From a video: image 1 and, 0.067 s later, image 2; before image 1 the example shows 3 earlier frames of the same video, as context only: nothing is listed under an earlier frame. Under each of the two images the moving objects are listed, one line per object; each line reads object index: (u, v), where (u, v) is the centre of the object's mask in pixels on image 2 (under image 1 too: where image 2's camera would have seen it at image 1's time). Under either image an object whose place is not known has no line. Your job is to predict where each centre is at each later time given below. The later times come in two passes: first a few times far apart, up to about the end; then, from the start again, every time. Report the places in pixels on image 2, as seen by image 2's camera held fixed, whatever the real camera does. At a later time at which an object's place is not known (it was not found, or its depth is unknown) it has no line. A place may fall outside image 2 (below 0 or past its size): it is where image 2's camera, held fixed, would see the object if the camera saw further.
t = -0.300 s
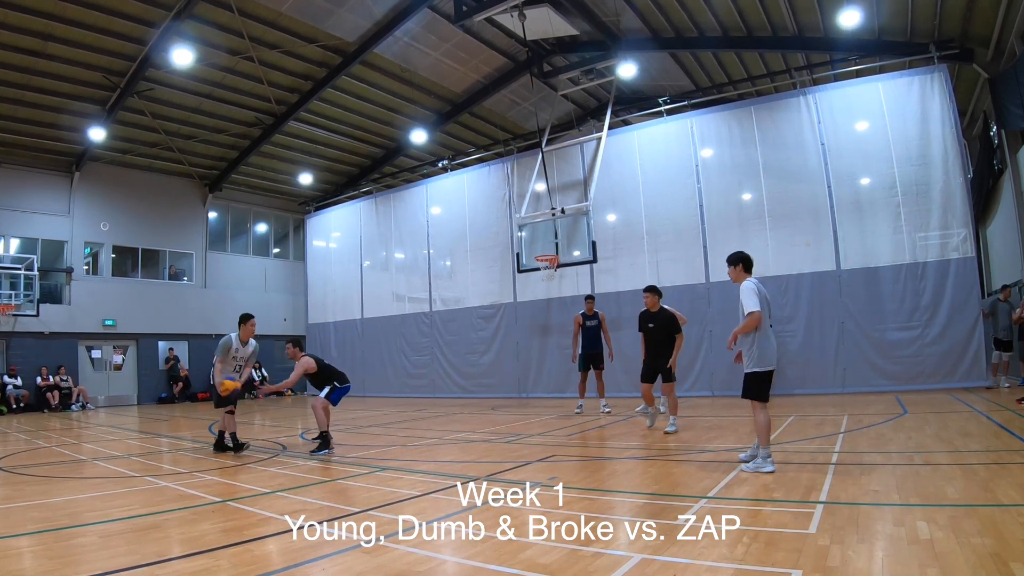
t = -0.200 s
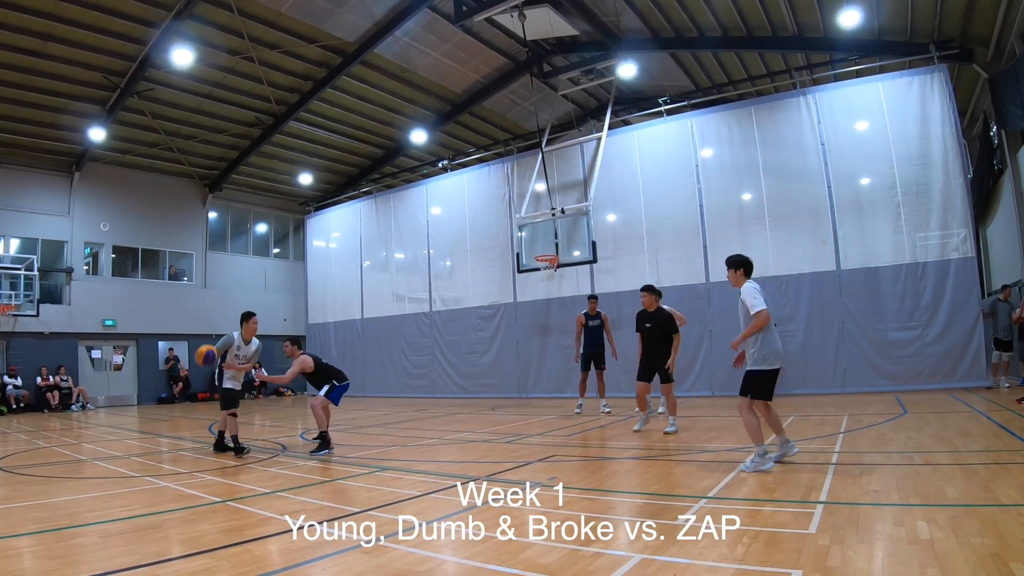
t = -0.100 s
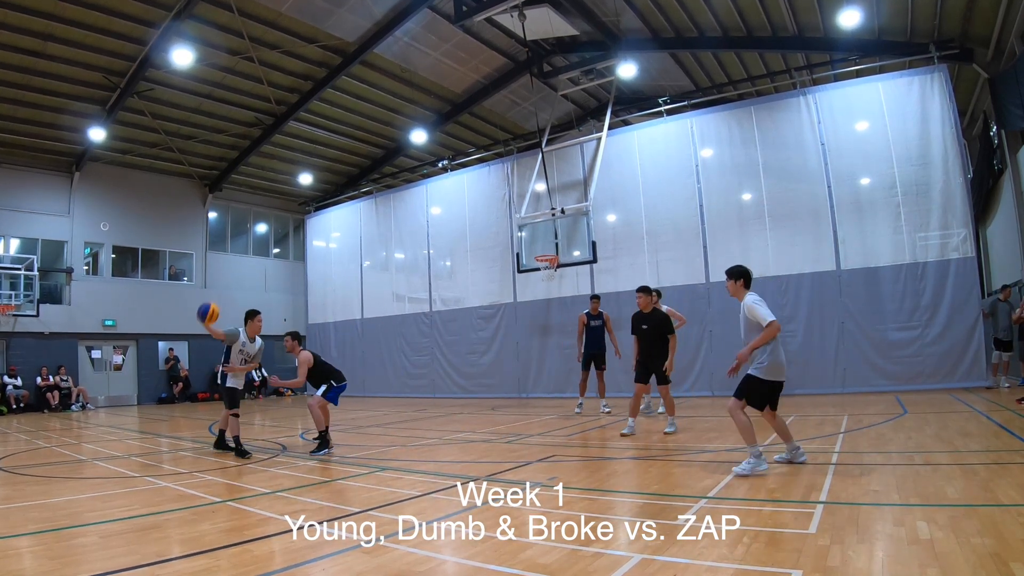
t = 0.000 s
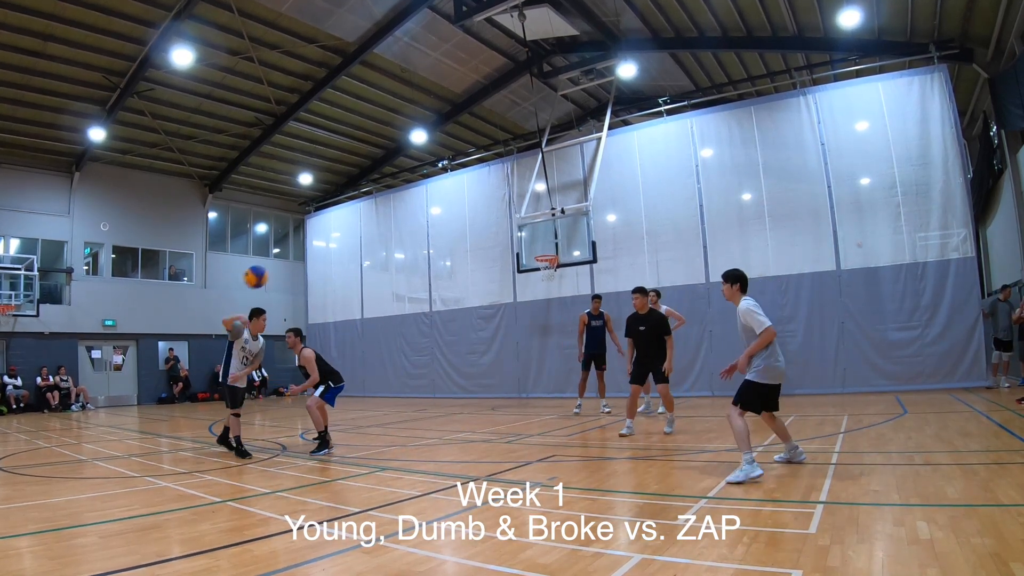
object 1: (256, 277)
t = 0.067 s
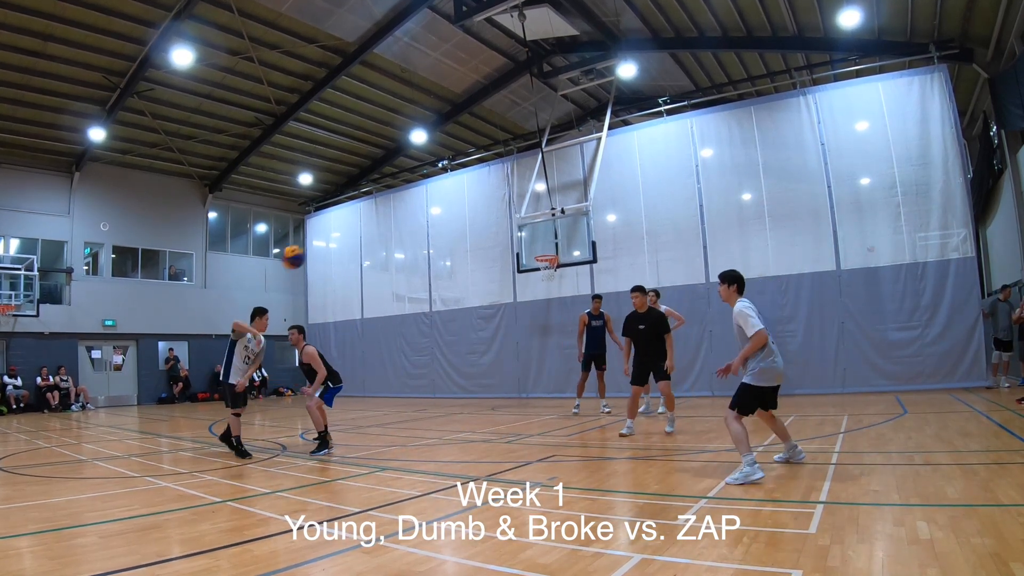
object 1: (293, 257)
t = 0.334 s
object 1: (467, 217)
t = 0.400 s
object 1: (516, 218)
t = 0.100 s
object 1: (312, 249)
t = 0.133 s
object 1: (333, 241)
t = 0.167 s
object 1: (354, 234)
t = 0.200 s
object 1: (375, 228)
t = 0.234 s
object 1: (397, 224)
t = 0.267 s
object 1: (419, 220)
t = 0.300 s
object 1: (443, 218)
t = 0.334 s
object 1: (467, 217)
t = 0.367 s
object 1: (491, 217)
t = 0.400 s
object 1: (516, 218)
